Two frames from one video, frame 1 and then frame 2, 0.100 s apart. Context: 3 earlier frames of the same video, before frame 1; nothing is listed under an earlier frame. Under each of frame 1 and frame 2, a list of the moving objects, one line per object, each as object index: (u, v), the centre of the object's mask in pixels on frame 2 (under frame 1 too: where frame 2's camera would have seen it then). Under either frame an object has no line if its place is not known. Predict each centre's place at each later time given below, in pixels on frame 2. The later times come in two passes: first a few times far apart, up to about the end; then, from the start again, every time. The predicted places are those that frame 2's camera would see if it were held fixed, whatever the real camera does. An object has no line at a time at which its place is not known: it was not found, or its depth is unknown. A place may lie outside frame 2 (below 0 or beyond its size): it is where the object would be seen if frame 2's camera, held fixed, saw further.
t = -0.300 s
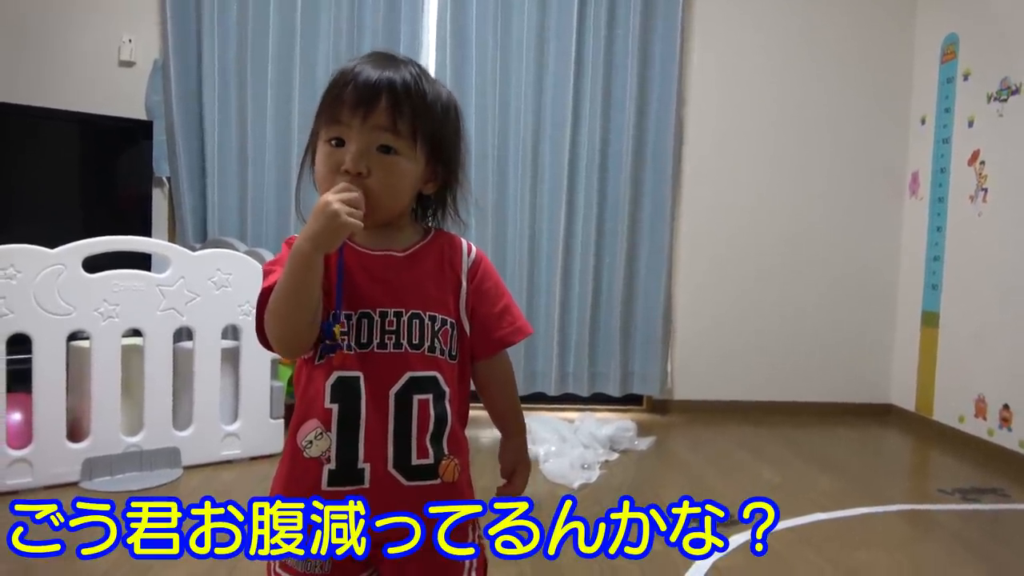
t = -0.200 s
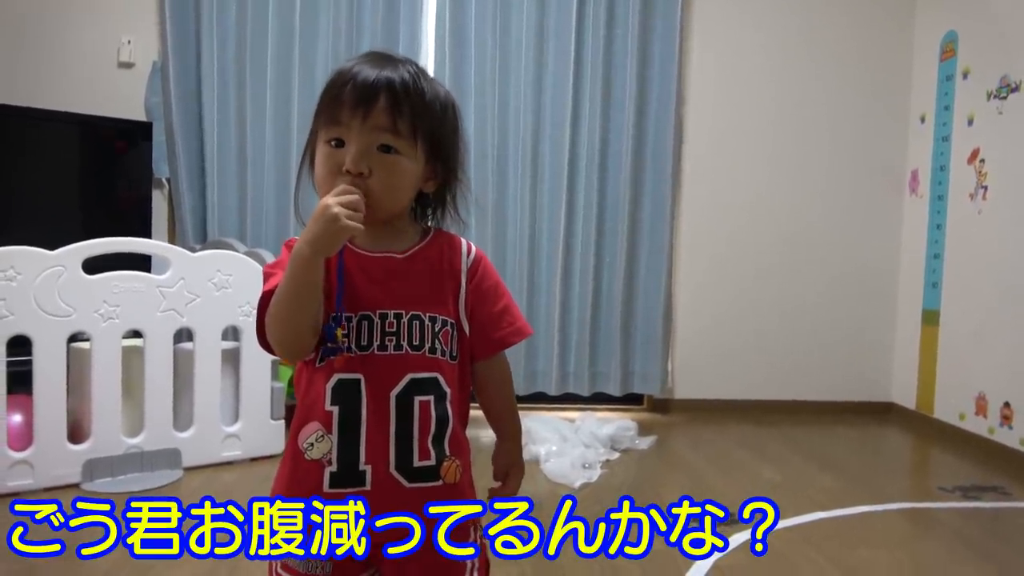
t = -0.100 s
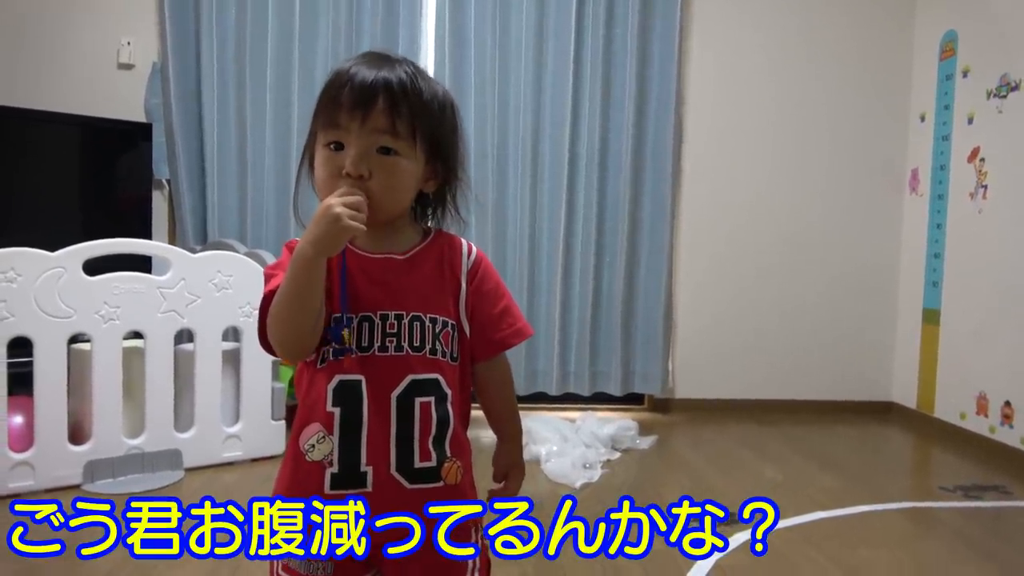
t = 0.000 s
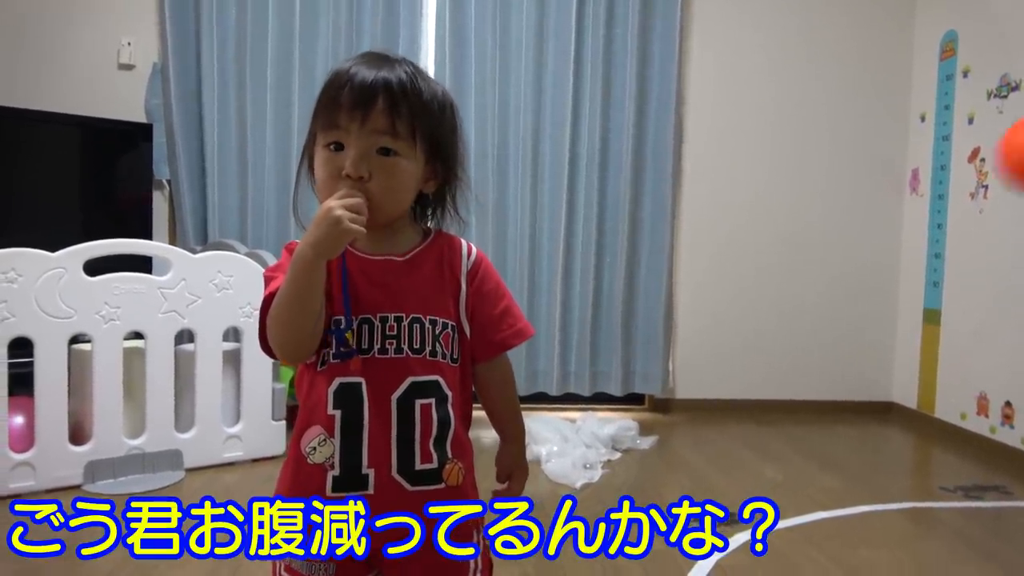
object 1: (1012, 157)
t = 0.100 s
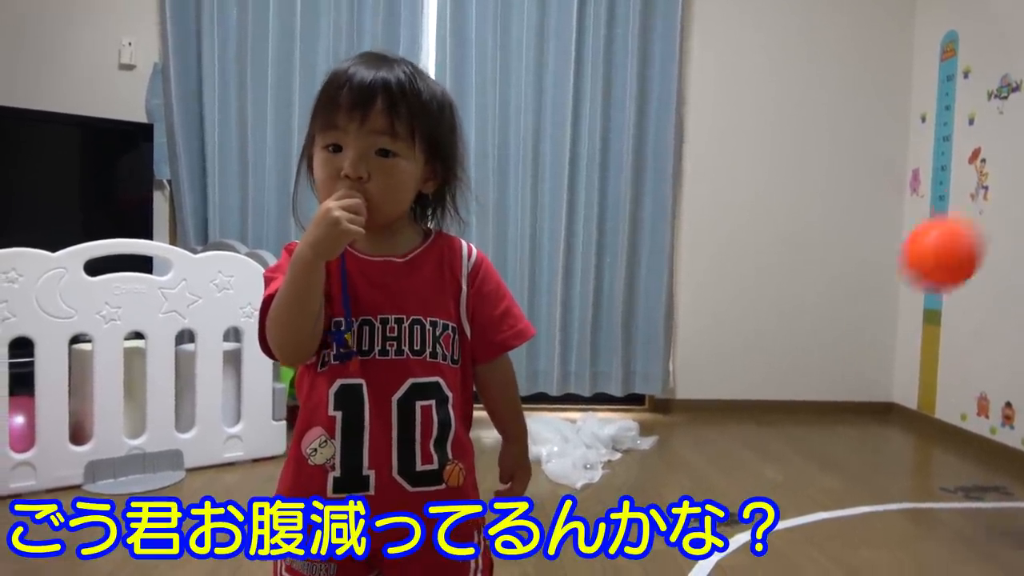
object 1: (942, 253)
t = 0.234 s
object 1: (831, 427)
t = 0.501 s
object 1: (718, 295)
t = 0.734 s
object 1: (648, 296)
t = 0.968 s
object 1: (612, 383)
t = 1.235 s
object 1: (643, 403)
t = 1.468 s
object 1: (672, 417)
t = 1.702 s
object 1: (707, 446)
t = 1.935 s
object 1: (746, 455)
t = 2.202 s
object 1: (797, 482)
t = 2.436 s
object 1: (853, 509)
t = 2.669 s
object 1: (913, 537)
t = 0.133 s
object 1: (910, 292)
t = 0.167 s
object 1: (881, 334)
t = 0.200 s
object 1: (855, 381)
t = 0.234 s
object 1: (831, 427)
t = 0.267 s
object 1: (809, 475)
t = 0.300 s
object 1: (793, 459)
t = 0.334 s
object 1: (781, 418)
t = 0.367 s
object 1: (767, 384)
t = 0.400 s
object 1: (754, 353)
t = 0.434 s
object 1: (742, 328)
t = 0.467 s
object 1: (729, 309)
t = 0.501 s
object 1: (718, 295)
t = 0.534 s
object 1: (708, 285)
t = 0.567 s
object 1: (697, 279)
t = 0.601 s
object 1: (688, 275)
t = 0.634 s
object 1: (677, 275)
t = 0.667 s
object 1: (668, 279)
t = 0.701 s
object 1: (658, 286)
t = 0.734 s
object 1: (648, 296)
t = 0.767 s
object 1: (639, 310)
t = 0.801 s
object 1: (630, 327)
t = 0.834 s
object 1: (622, 344)
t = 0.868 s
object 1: (618, 356)
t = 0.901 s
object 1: (615, 363)
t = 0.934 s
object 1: (614, 372)
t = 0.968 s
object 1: (612, 383)
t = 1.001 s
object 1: (610, 395)
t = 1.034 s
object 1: (614, 389)
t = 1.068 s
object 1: (619, 384)
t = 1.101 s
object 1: (624, 382)
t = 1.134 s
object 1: (629, 382)
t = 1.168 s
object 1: (634, 386)
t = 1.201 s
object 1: (639, 393)
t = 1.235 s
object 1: (643, 403)
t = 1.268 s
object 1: (650, 414)
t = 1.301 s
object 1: (652, 410)
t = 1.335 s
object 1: (656, 406)
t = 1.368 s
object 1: (660, 404)
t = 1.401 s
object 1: (664, 405)
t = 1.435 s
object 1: (669, 410)
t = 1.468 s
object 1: (672, 417)
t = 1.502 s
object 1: (677, 428)
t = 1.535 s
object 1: (682, 427)
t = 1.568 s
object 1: (686, 424)
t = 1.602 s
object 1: (692, 424)
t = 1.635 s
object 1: (697, 427)
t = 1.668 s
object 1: (702, 435)
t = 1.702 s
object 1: (707, 446)
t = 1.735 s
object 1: (713, 442)
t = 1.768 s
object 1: (719, 440)
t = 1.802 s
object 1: (724, 442)
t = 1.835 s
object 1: (730, 448)
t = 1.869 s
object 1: (735, 458)
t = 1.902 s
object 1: (741, 456)
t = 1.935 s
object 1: (746, 455)
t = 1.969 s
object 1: (752, 457)
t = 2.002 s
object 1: (757, 463)
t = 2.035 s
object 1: (763, 471)
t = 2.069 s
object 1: (770, 469)
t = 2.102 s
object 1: (776, 469)
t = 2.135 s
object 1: (783, 475)
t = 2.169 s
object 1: (790, 483)
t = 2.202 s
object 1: (797, 482)
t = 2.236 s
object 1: (805, 484)
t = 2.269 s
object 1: (812, 493)
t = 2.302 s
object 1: (821, 495)
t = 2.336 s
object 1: (829, 497)
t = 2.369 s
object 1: (837, 504)
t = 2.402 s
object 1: (845, 506)
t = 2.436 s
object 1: (853, 509)
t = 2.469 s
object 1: (861, 515)
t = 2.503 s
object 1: (869, 516)
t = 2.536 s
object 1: (878, 522)
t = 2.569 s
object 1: (886, 524)
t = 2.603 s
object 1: (895, 529)
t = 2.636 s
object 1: (904, 533)
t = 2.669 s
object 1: (913, 537)
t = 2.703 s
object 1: (922, 540)
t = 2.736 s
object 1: (932, 544)
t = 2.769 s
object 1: (942, 546)
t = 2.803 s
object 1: (952, 549)
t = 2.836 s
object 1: (963, 552)
